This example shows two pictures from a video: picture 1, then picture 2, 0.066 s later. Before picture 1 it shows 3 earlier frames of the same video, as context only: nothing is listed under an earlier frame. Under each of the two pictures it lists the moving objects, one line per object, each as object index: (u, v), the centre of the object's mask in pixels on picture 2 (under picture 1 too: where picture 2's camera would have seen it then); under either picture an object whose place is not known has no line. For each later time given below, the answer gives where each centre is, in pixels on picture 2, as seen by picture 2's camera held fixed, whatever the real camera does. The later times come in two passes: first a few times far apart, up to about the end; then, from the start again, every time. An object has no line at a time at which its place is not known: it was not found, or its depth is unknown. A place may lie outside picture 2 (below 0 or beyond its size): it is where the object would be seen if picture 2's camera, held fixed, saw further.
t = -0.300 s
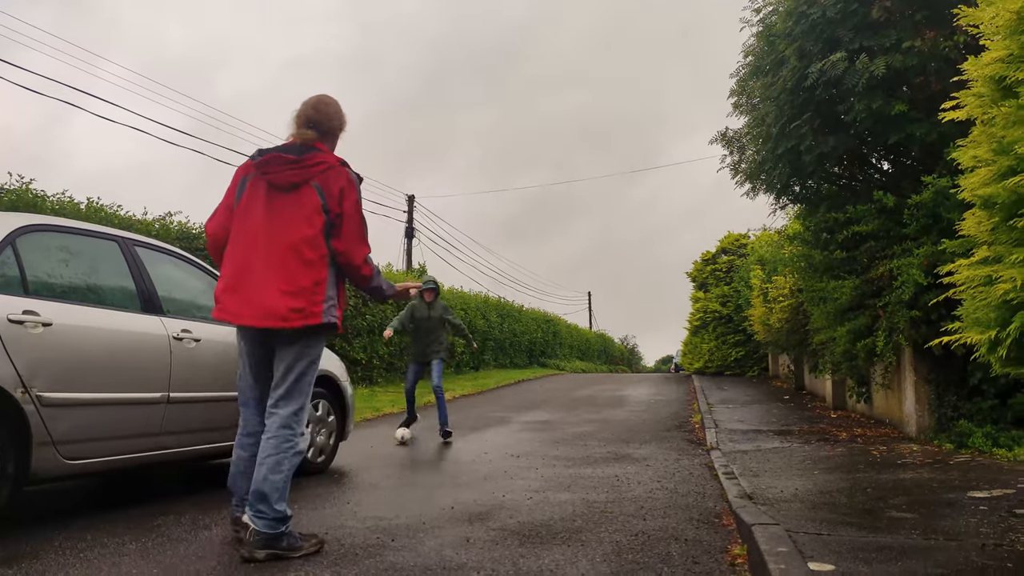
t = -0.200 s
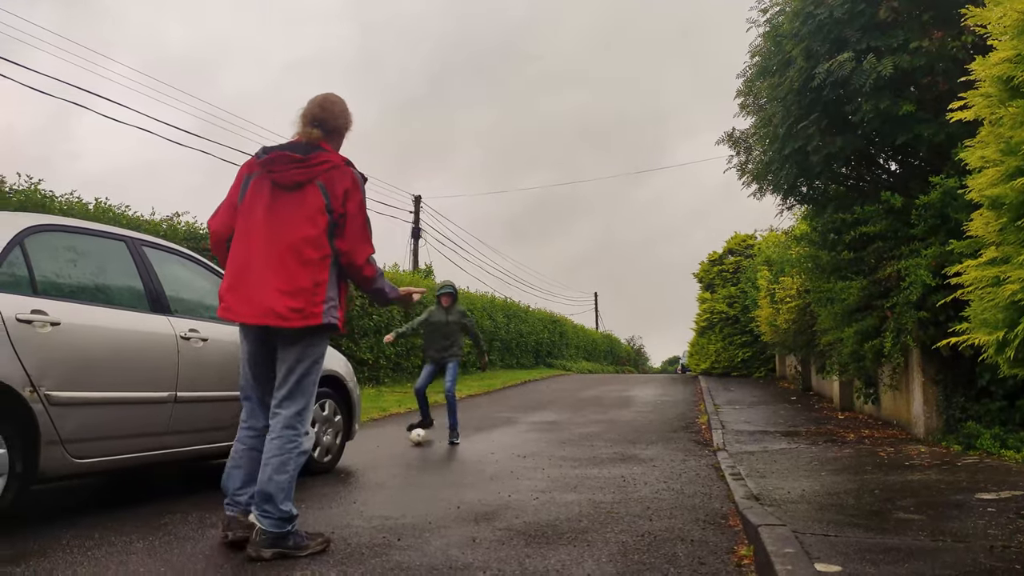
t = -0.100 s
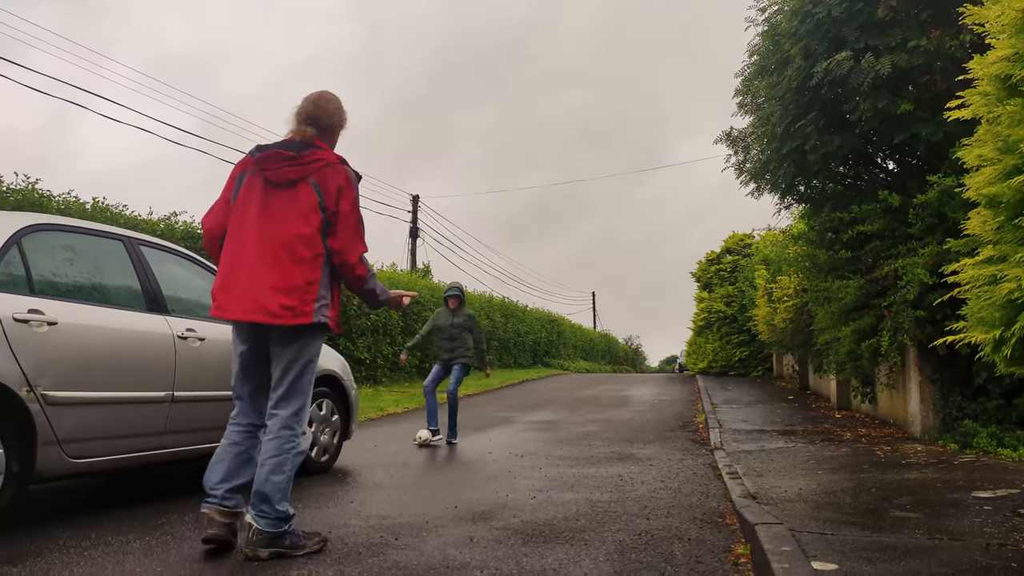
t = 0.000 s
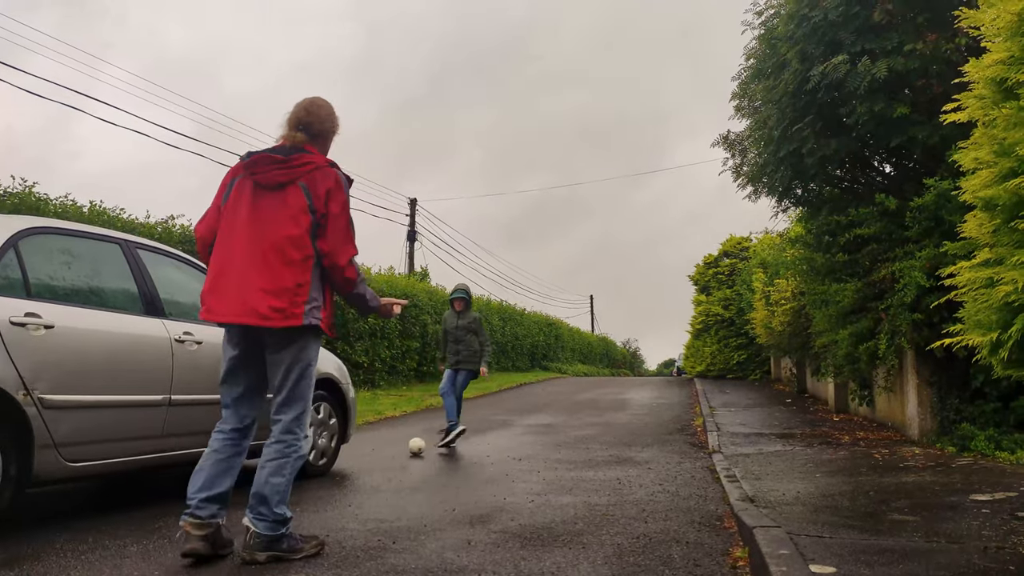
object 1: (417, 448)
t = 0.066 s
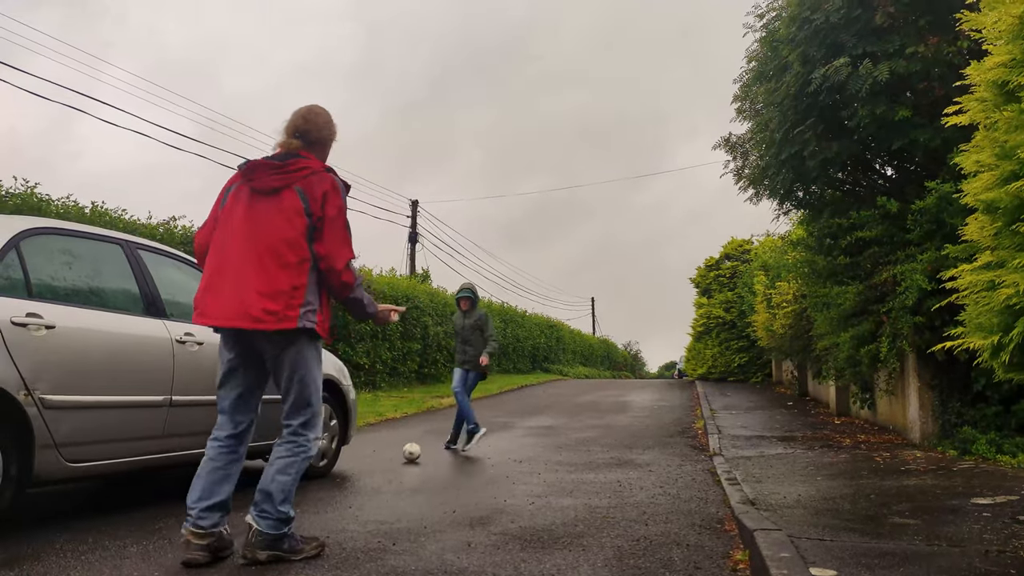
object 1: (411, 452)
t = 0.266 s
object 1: (391, 464)
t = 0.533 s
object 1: (356, 482)
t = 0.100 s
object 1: (409, 453)
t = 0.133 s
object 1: (406, 455)
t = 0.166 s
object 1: (403, 458)
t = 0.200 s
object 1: (399, 460)
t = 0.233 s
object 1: (395, 461)
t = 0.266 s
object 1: (391, 464)
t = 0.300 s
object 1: (388, 467)
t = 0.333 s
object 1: (384, 468)
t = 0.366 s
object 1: (379, 471)
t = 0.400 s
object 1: (376, 473)
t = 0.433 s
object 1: (372, 476)
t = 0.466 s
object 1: (367, 478)
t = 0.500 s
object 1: (362, 481)
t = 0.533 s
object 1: (356, 482)
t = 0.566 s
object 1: (351, 485)
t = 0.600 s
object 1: (346, 487)
